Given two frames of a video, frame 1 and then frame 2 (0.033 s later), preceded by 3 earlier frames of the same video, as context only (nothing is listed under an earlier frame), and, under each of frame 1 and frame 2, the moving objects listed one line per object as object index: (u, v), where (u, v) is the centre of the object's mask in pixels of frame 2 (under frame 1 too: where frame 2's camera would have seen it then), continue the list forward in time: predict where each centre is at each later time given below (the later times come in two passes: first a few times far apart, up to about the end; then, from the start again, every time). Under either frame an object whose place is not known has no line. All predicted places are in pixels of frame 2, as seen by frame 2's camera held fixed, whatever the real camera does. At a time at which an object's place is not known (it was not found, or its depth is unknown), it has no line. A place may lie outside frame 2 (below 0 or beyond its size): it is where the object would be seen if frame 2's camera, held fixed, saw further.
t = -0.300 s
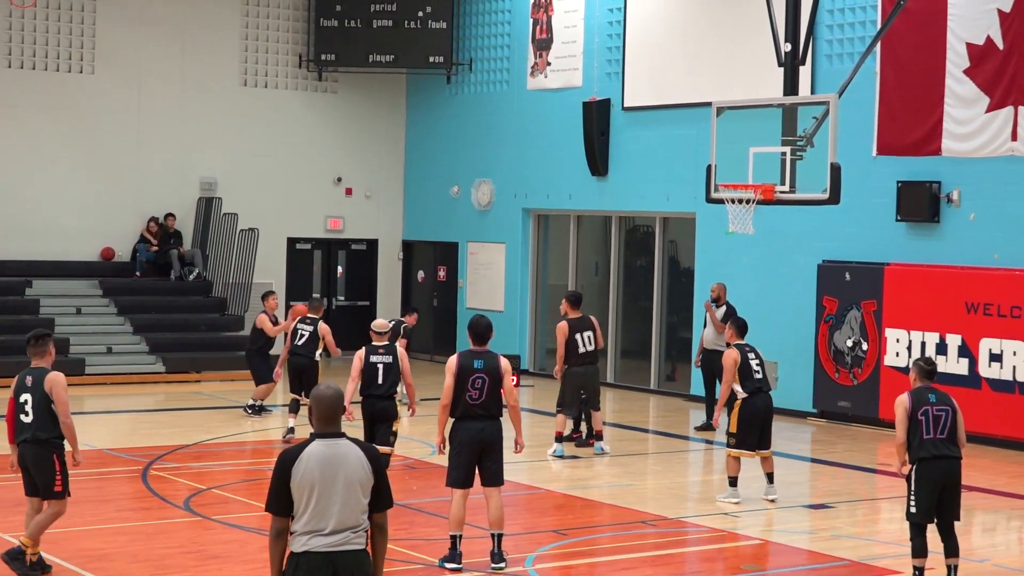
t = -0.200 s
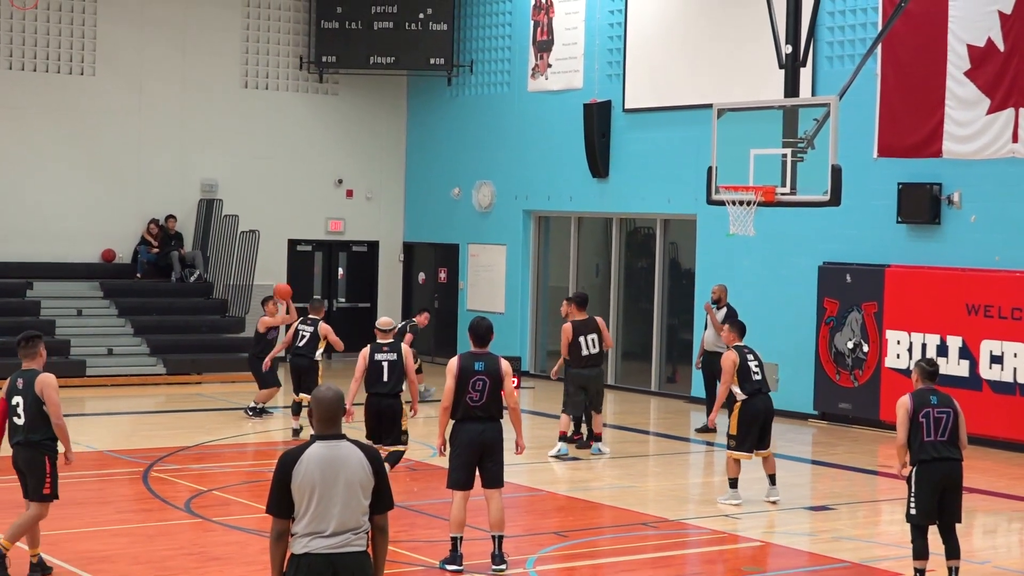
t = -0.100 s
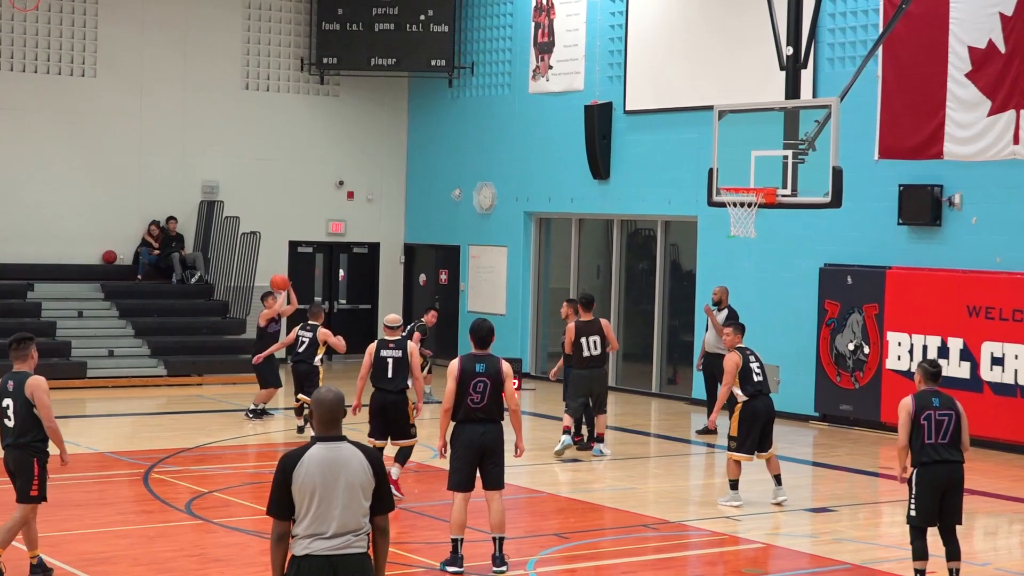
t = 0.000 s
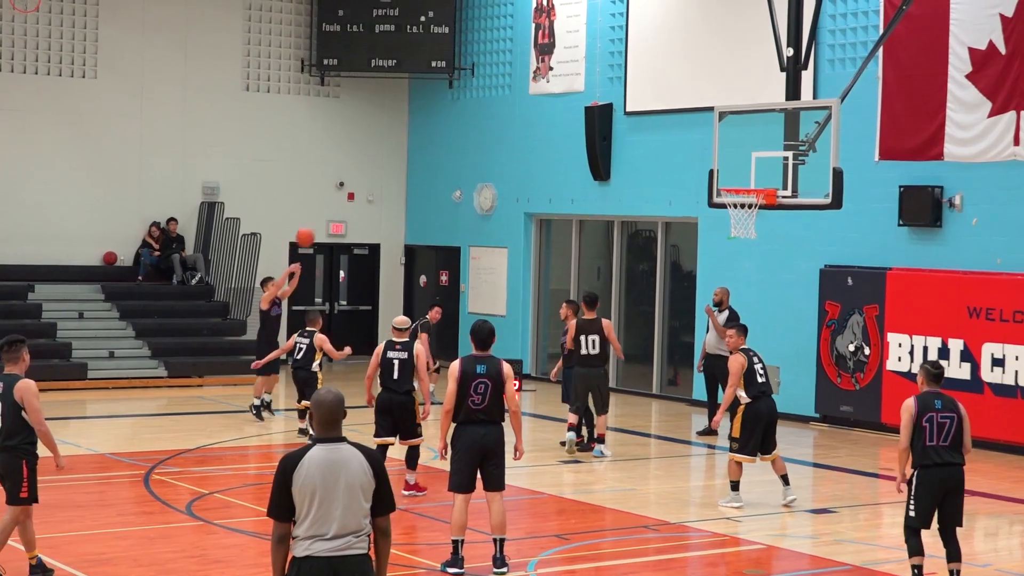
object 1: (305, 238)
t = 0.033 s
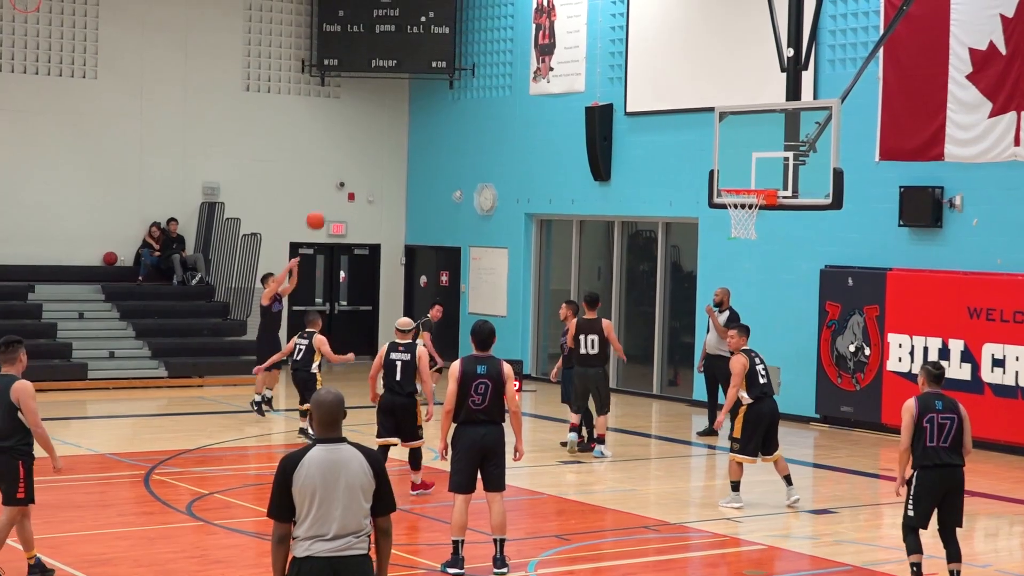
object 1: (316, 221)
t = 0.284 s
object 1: (397, 118)
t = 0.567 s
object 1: (494, 57)
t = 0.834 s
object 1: (588, 60)
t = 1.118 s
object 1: (693, 133)
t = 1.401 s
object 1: (775, 233)
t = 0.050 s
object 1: (321, 212)
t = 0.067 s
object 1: (326, 204)
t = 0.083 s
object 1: (331, 197)
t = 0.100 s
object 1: (337, 189)
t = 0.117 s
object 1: (342, 182)
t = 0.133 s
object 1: (348, 174)
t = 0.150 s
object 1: (353, 167)
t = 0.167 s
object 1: (358, 160)
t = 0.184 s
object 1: (364, 154)
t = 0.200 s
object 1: (369, 147)
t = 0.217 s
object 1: (375, 141)
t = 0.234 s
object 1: (380, 134)
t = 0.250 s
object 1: (385, 129)
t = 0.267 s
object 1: (391, 123)
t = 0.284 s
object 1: (397, 118)
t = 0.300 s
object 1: (403, 112)
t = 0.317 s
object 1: (408, 107)
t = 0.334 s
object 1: (414, 102)
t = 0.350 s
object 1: (419, 98)
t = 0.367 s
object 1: (425, 94)
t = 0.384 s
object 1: (431, 89)
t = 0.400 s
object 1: (436, 85)
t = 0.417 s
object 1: (442, 82)
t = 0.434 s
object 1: (448, 78)
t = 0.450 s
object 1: (454, 75)
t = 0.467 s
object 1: (459, 72)
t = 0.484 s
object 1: (465, 68)
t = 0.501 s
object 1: (470, 66)
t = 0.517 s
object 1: (476, 63)
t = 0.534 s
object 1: (483, 61)
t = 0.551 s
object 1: (488, 59)
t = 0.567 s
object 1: (494, 57)
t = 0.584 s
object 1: (500, 56)
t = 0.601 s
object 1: (506, 54)
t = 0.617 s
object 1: (512, 53)
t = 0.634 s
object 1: (517, 52)
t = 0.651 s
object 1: (523, 52)
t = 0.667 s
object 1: (528, 51)
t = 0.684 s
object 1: (534, 51)
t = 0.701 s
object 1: (540, 51)
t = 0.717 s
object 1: (546, 51)
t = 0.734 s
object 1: (553, 52)
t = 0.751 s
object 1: (558, 53)
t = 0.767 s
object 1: (565, 54)
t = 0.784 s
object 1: (570, 55)
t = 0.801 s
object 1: (576, 56)
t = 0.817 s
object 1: (582, 58)
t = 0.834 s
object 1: (588, 60)
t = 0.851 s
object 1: (594, 62)
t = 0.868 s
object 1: (600, 65)
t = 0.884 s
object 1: (607, 67)
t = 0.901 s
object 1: (612, 70)
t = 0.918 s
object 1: (618, 74)
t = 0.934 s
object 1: (624, 77)
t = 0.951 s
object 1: (630, 81)
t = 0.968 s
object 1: (637, 85)
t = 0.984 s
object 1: (643, 89)
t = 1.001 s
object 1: (649, 93)
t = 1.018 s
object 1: (655, 98)
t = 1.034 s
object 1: (661, 104)
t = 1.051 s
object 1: (668, 109)
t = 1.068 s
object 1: (674, 114)
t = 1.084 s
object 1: (680, 120)
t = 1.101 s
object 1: (686, 126)
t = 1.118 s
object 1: (693, 133)
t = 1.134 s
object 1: (699, 139)
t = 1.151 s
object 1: (705, 146)
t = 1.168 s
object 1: (711, 153)
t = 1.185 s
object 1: (718, 161)
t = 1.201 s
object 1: (724, 169)
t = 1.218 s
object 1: (730, 177)
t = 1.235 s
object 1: (737, 183)
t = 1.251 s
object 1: (742, 194)
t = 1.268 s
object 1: (749, 202)
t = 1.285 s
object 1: (755, 211)
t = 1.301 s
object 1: (760, 214)
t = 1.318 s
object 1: (762, 218)
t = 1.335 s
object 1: (765, 221)
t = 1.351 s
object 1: (767, 223)
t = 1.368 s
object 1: (770, 226)
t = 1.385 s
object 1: (773, 229)
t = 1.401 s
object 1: (775, 233)
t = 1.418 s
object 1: (778, 237)
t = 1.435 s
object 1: (780, 241)
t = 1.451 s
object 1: (782, 245)
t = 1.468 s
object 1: (785, 249)
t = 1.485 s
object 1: (787, 254)
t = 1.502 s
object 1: (790, 260)
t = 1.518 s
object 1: (792, 265)
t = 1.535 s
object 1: (795, 271)
